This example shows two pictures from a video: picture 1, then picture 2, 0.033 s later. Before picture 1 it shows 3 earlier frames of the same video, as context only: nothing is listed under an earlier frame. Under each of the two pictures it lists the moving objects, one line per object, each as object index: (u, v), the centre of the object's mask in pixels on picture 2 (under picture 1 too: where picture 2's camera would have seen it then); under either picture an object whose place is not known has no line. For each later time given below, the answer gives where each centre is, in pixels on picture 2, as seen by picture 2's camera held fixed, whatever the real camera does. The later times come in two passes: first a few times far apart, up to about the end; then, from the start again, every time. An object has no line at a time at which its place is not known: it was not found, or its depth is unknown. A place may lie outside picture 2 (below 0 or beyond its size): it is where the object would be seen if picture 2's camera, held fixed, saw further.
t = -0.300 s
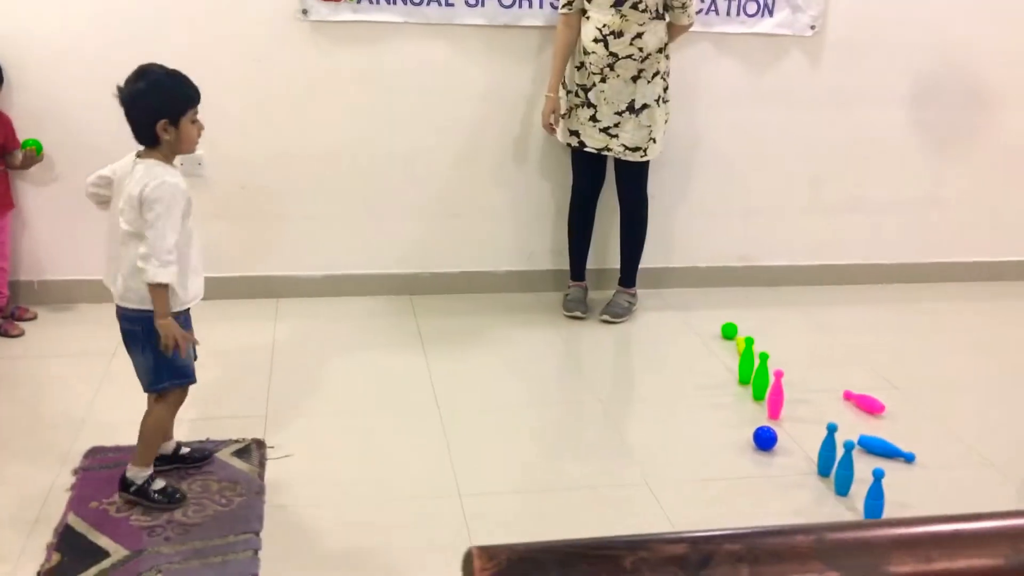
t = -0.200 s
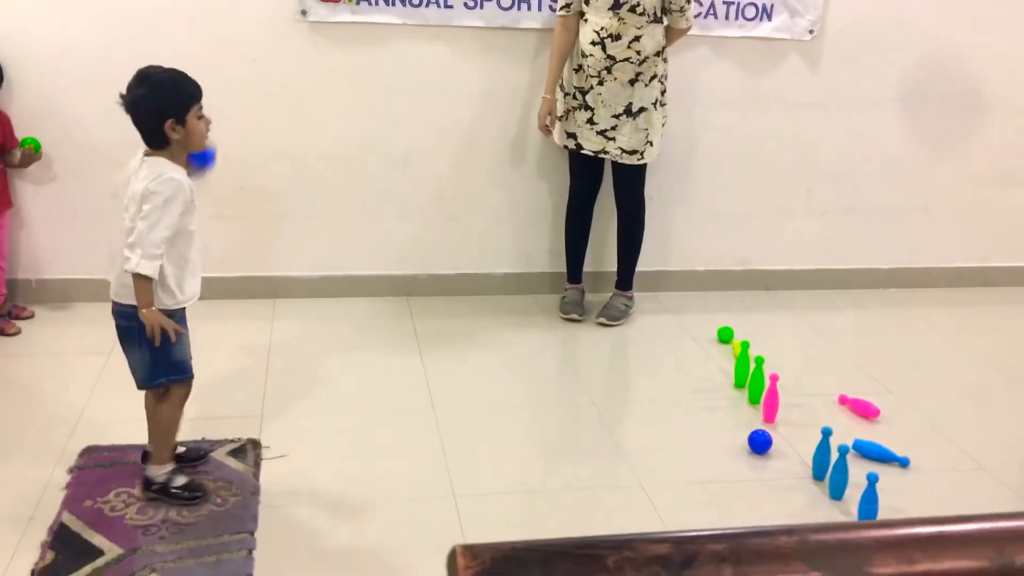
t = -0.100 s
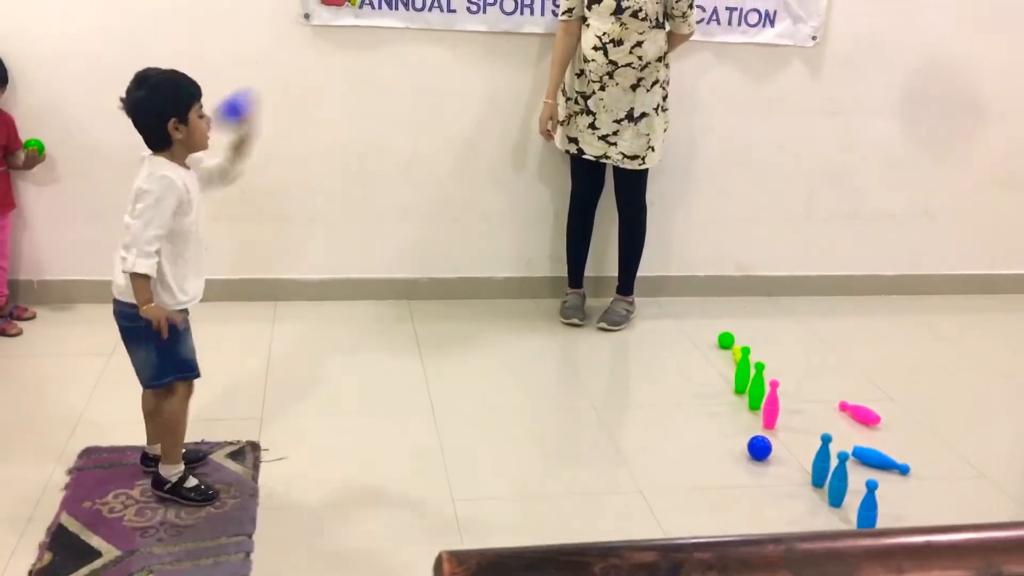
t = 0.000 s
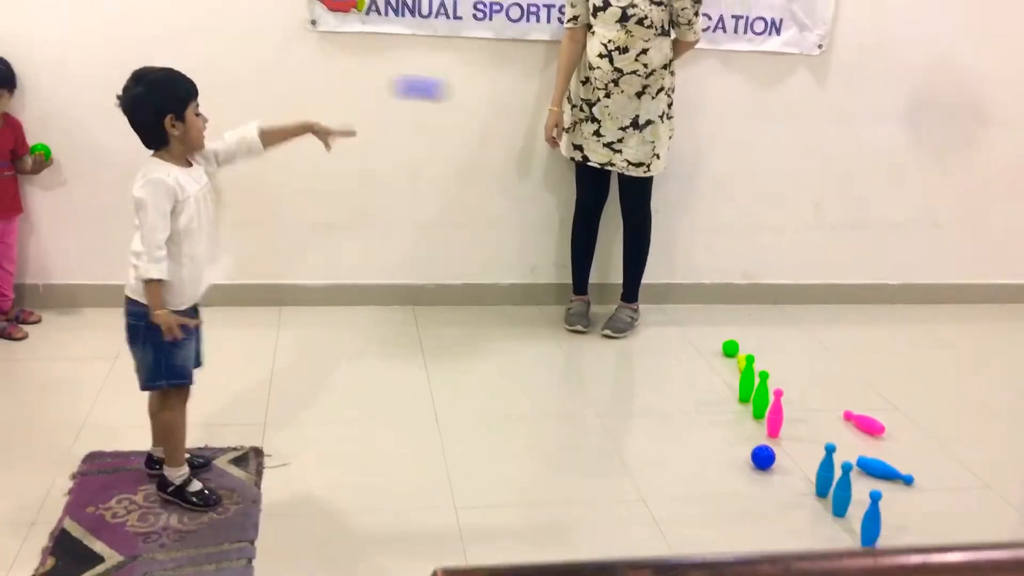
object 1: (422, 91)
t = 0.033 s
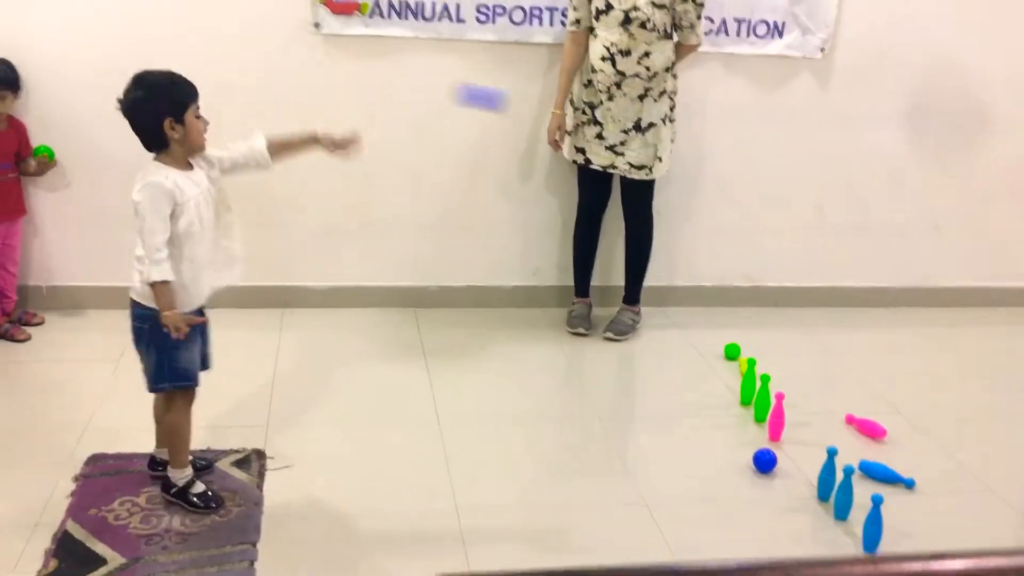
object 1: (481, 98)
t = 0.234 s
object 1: (767, 195)
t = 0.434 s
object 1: (949, 370)
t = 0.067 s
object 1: (533, 107)
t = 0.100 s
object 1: (589, 119)
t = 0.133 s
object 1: (639, 133)
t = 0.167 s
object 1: (687, 153)
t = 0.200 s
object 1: (727, 172)
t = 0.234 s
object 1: (767, 195)
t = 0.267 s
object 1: (803, 220)
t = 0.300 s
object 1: (837, 248)
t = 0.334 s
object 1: (869, 277)
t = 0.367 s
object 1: (899, 308)
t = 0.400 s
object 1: (926, 338)
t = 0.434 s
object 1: (949, 370)
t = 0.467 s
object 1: (970, 375)
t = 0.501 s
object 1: (980, 354)
